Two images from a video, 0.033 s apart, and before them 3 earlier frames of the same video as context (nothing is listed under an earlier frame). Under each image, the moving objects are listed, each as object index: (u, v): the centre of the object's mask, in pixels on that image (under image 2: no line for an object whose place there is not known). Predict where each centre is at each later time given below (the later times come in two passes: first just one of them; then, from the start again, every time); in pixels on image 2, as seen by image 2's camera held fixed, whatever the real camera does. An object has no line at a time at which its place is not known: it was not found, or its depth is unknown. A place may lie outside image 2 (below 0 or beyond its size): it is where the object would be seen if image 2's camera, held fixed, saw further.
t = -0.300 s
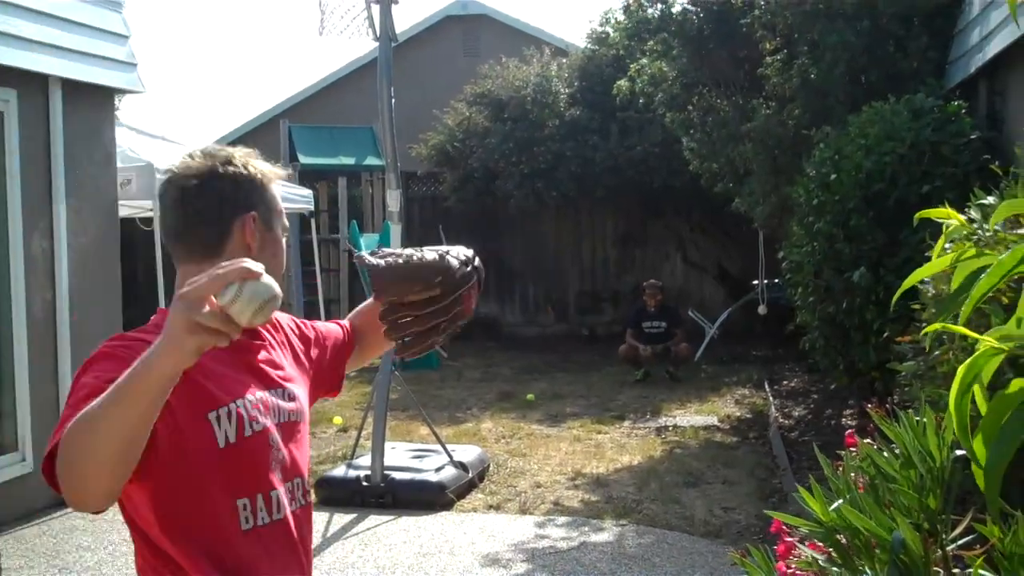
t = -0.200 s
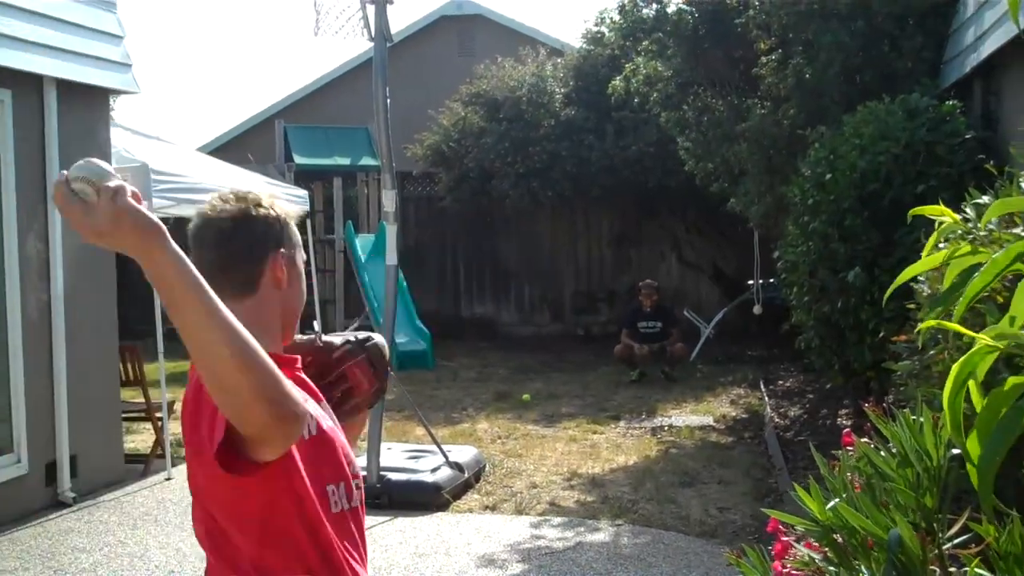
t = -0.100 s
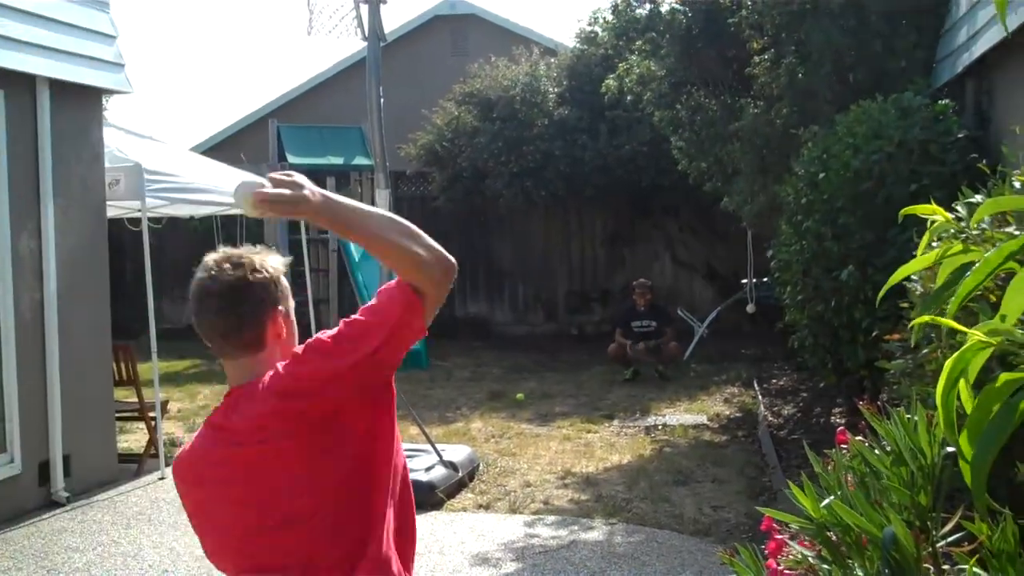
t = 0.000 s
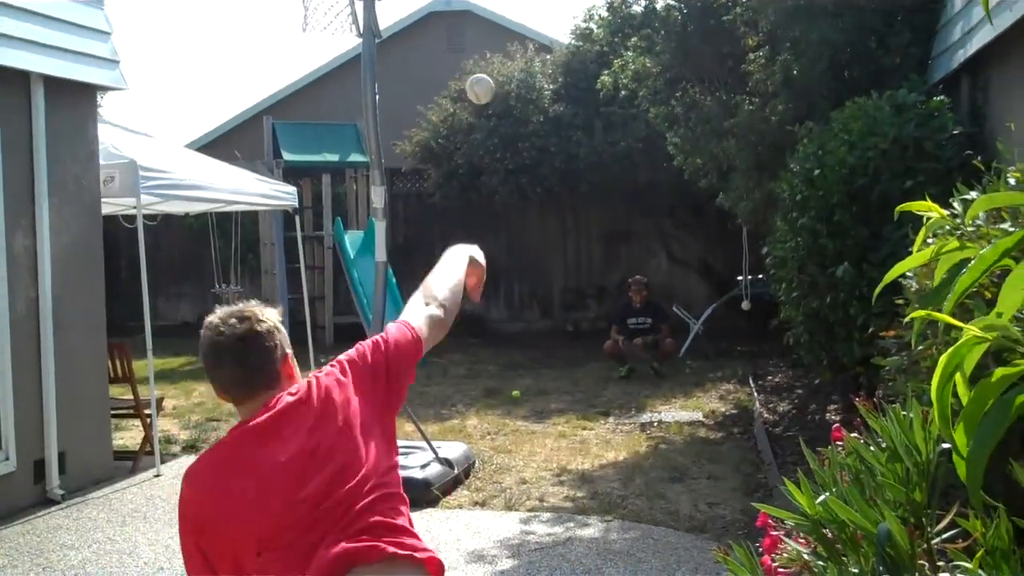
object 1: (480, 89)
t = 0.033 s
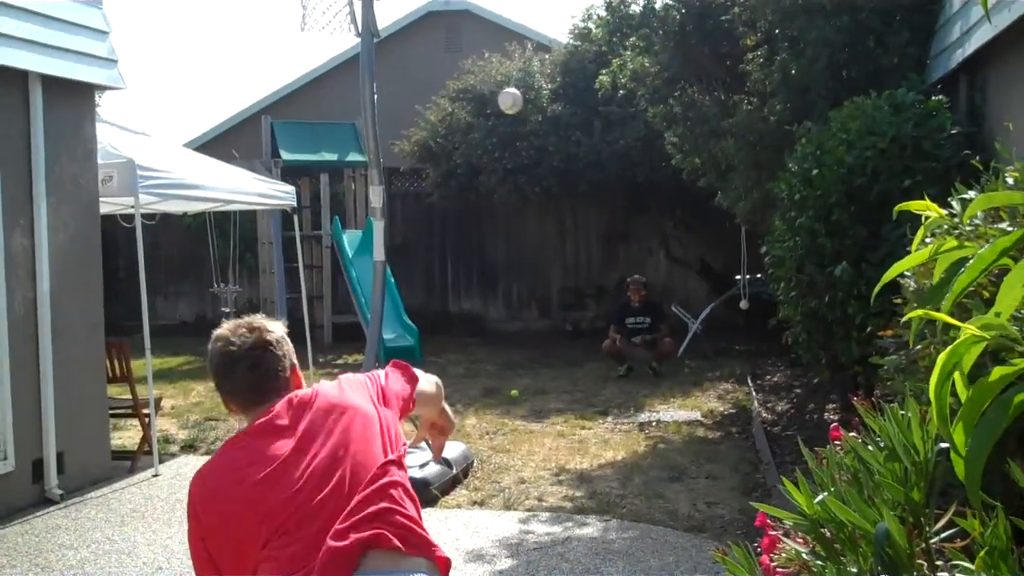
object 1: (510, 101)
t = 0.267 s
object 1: (604, 197)
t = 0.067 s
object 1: (534, 114)
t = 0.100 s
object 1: (552, 127)
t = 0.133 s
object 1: (567, 140)
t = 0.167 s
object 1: (579, 154)
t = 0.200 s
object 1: (589, 168)
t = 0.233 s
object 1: (597, 182)
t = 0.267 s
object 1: (604, 197)
